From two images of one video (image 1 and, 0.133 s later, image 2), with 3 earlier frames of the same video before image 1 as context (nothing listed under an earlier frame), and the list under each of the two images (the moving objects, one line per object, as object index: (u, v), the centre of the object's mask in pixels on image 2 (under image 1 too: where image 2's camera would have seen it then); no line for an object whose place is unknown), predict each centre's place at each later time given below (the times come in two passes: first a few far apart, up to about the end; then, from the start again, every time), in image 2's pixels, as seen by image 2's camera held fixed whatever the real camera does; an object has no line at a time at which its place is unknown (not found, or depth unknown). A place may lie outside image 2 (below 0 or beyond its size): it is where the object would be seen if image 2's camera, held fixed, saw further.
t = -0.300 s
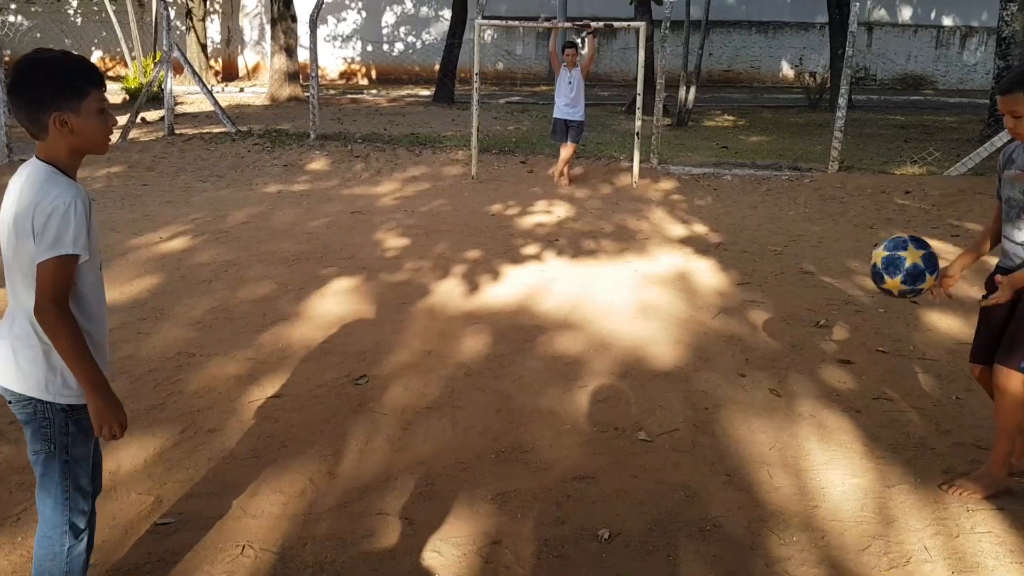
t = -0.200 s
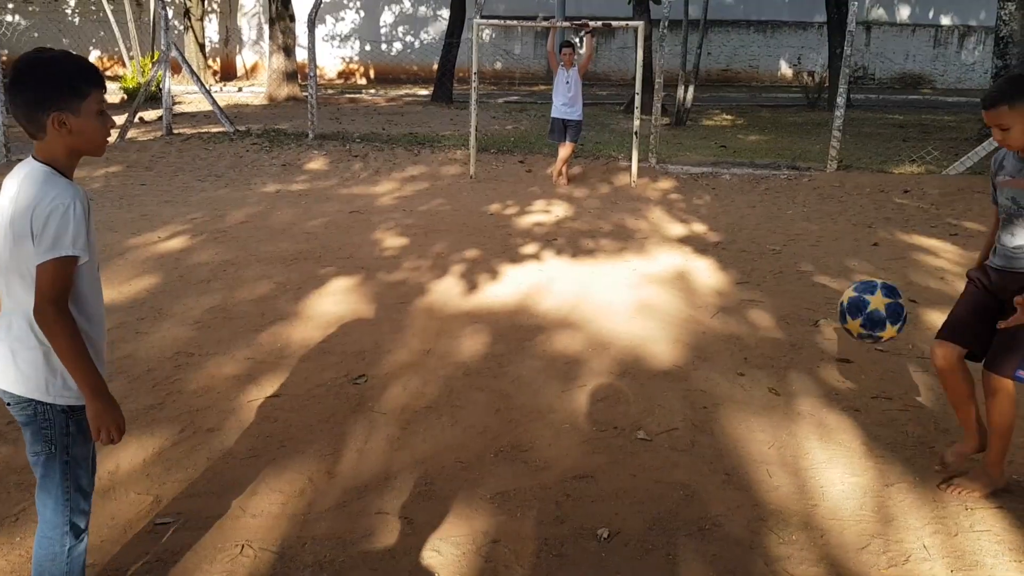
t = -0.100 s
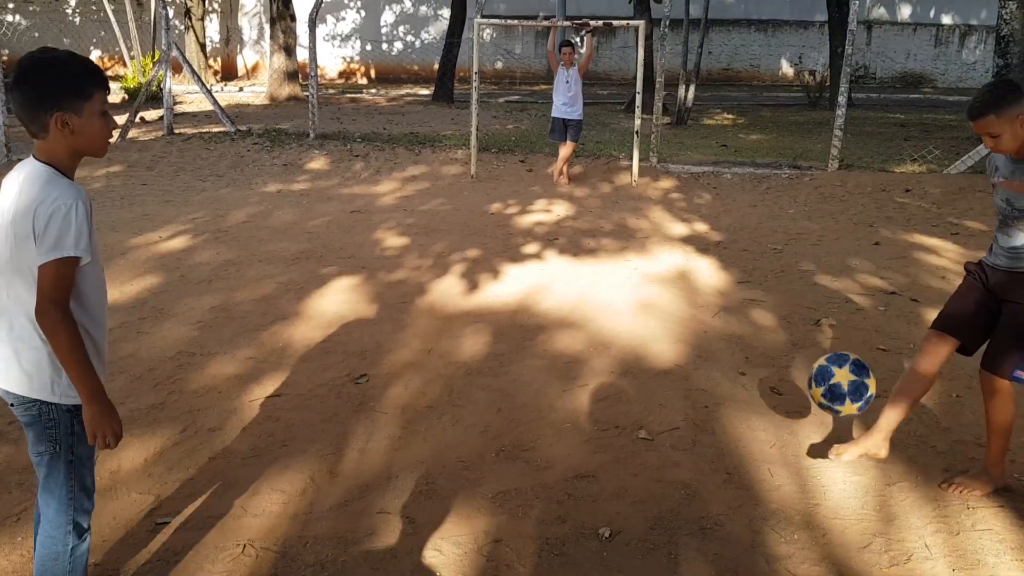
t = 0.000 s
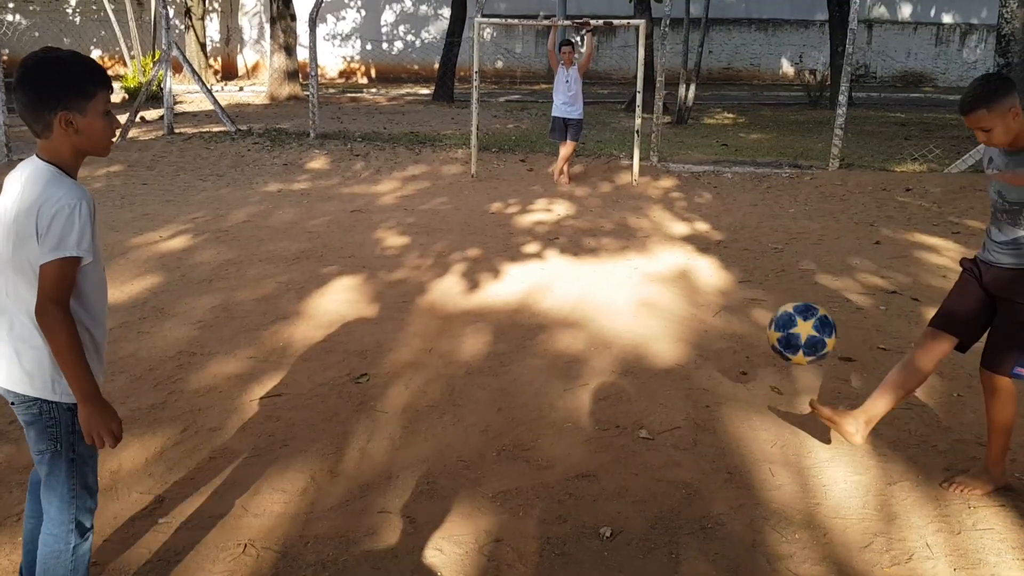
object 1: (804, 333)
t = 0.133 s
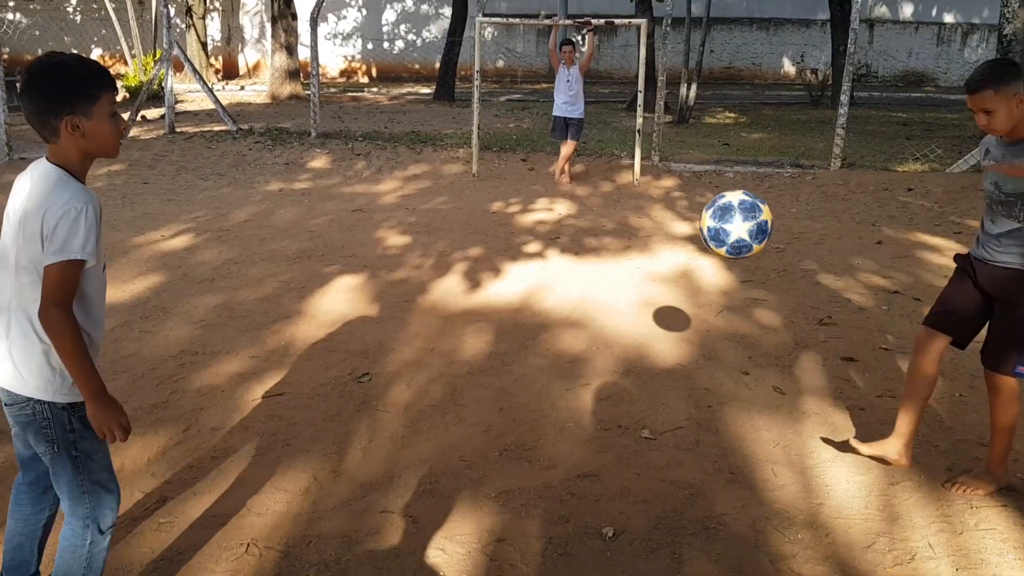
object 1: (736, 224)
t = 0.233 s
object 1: (678, 169)
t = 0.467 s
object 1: (512, 158)
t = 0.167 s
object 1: (717, 203)
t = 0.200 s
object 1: (698, 184)
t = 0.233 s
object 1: (678, 169)
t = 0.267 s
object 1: (656, 156)
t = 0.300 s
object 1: (634, 148)
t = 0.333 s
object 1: (612, 142)
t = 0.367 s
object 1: (588, 140)
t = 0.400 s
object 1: (564, 142)
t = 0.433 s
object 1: (539, 148)
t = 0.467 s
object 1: (512, 158)
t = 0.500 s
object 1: (486, 173)
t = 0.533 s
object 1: (458, 193)
